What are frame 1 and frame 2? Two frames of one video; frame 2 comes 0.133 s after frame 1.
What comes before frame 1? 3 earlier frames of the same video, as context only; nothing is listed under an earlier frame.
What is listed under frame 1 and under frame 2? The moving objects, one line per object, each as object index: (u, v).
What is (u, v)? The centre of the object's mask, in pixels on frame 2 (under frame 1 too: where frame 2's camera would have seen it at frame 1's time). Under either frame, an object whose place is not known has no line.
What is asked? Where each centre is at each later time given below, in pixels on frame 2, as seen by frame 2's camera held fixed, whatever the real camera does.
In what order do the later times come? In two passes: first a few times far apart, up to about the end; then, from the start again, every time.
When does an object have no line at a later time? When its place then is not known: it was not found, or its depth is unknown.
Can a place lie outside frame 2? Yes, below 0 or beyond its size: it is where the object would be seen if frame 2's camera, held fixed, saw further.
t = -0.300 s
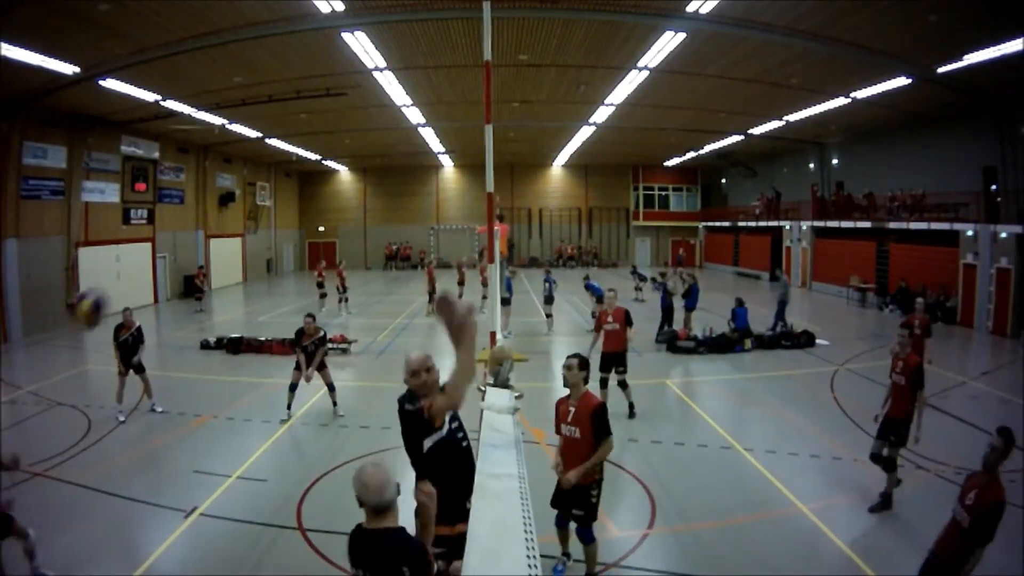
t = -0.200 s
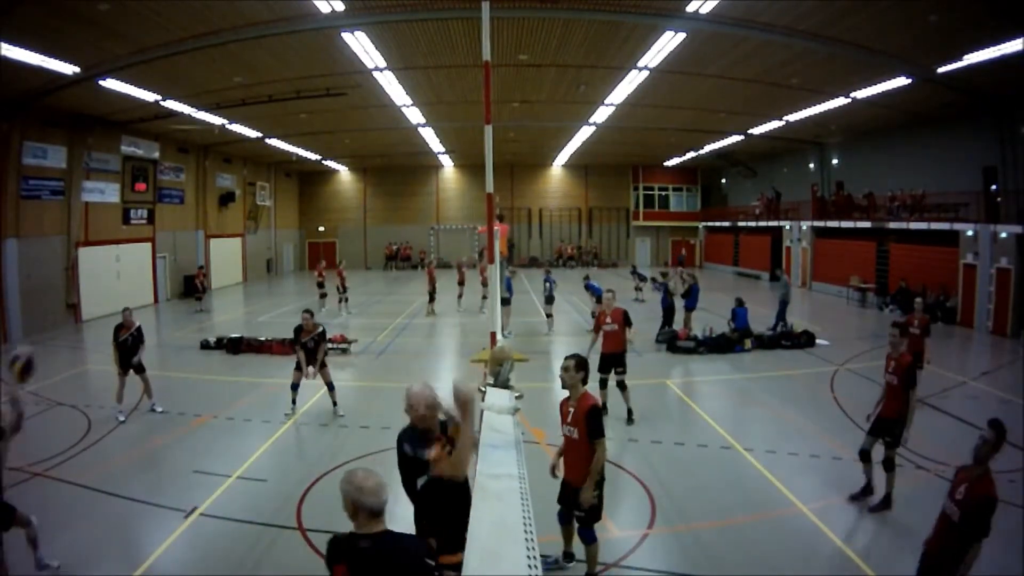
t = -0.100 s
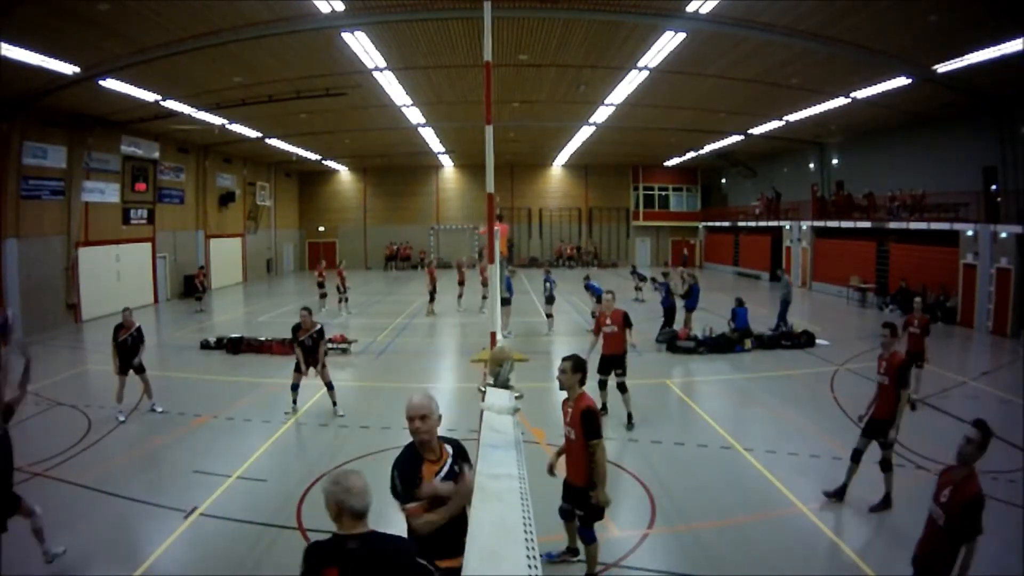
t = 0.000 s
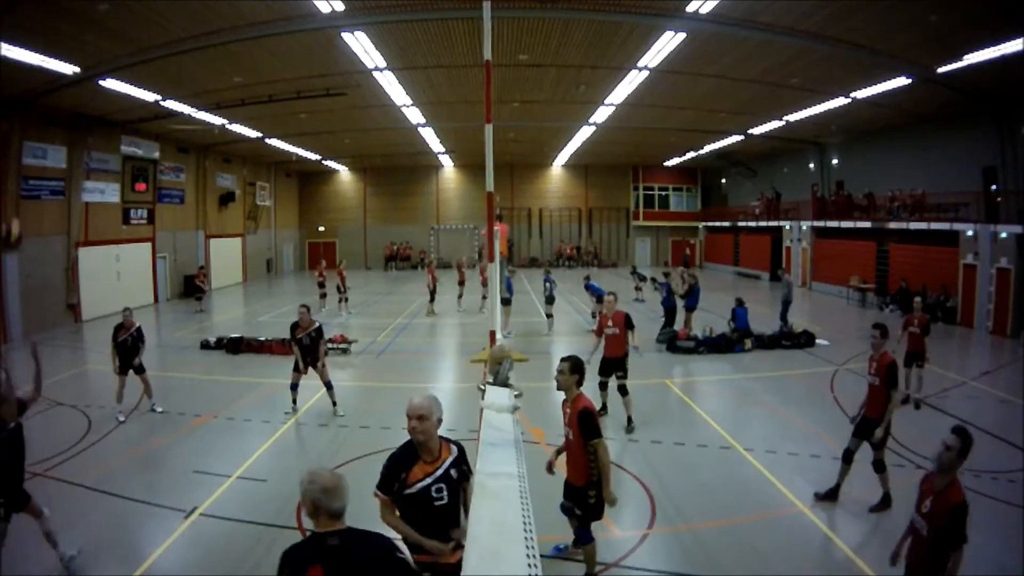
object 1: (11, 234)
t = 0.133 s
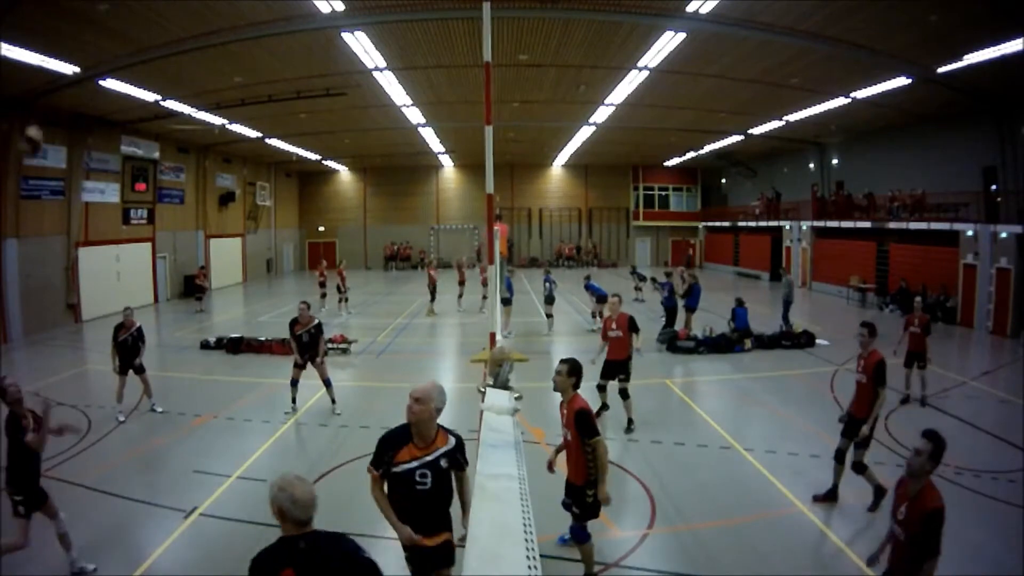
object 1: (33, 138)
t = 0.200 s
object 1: (42, 106)
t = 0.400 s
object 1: (78, 40)
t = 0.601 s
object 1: (101, 30)
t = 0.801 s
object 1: (118, 65)
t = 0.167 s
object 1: (39, 116)
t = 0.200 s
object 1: (42, 106)
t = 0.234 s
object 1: (48, 92)
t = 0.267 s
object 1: (53, 82)
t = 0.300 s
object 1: (62, 67)
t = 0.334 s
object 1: (69, 56)
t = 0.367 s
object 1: (74, 46)
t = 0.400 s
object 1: (78, 40)
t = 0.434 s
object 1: (81, 36)
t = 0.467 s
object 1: (85, 33)
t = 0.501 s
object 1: (91, 30)
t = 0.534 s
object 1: (94, 30)
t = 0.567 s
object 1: (97, 30)
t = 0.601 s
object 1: (101, 30)
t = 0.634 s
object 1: (103, 34)
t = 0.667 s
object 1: (107, 39)
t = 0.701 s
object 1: (110, 45)
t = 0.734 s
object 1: (113, 51)
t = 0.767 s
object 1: (116, 58)
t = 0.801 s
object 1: (118, 65)
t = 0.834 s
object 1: (119, 77)
